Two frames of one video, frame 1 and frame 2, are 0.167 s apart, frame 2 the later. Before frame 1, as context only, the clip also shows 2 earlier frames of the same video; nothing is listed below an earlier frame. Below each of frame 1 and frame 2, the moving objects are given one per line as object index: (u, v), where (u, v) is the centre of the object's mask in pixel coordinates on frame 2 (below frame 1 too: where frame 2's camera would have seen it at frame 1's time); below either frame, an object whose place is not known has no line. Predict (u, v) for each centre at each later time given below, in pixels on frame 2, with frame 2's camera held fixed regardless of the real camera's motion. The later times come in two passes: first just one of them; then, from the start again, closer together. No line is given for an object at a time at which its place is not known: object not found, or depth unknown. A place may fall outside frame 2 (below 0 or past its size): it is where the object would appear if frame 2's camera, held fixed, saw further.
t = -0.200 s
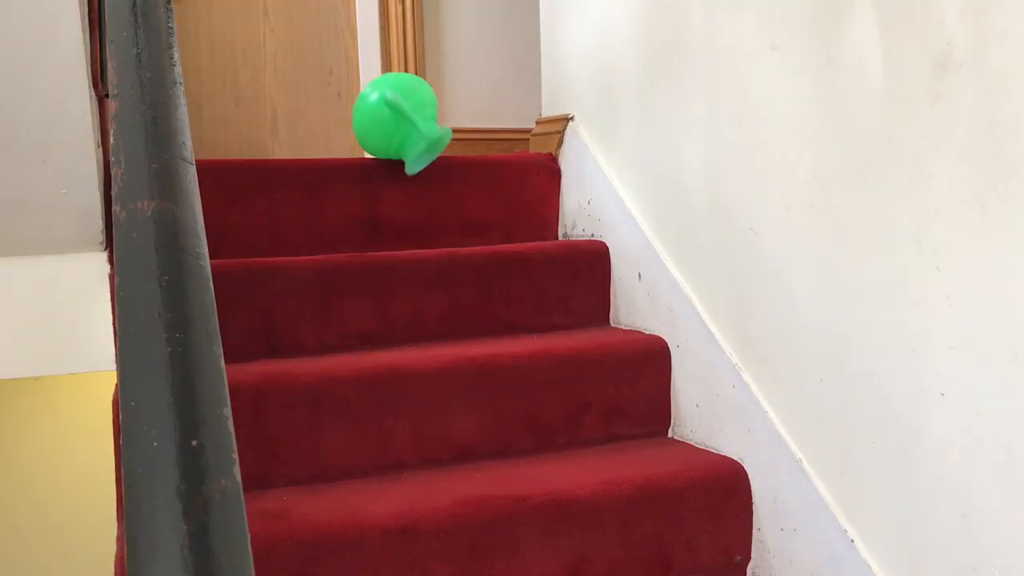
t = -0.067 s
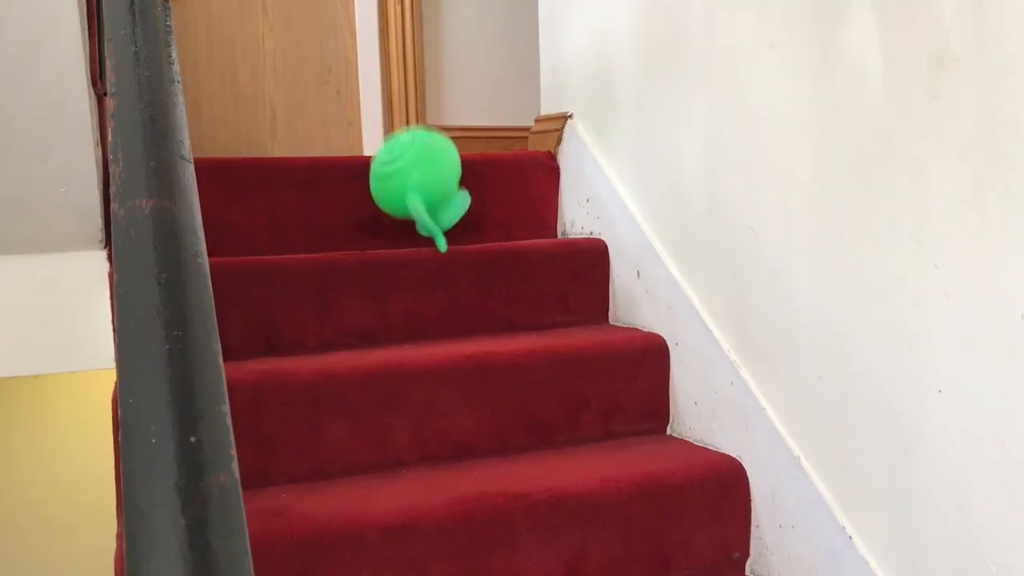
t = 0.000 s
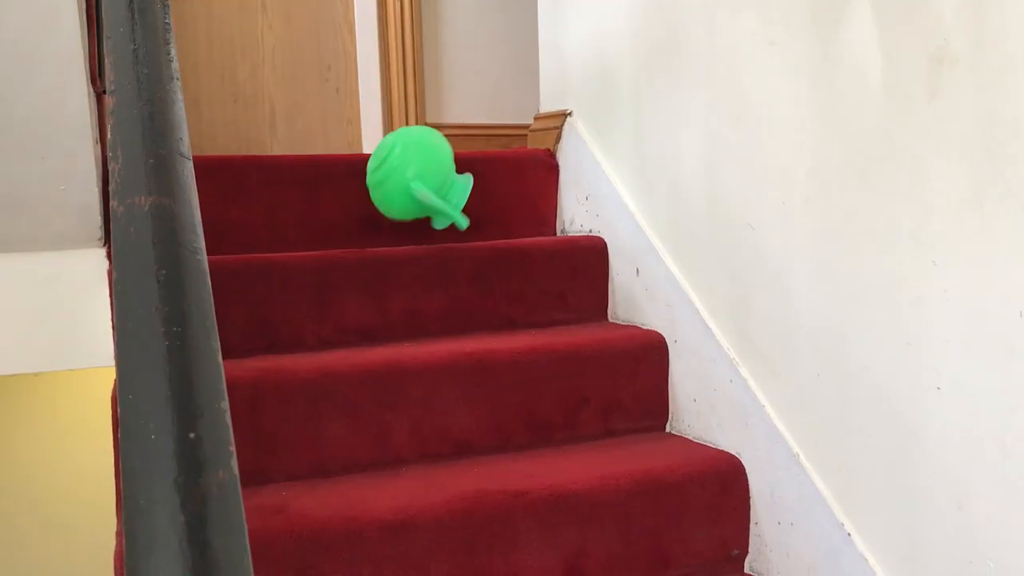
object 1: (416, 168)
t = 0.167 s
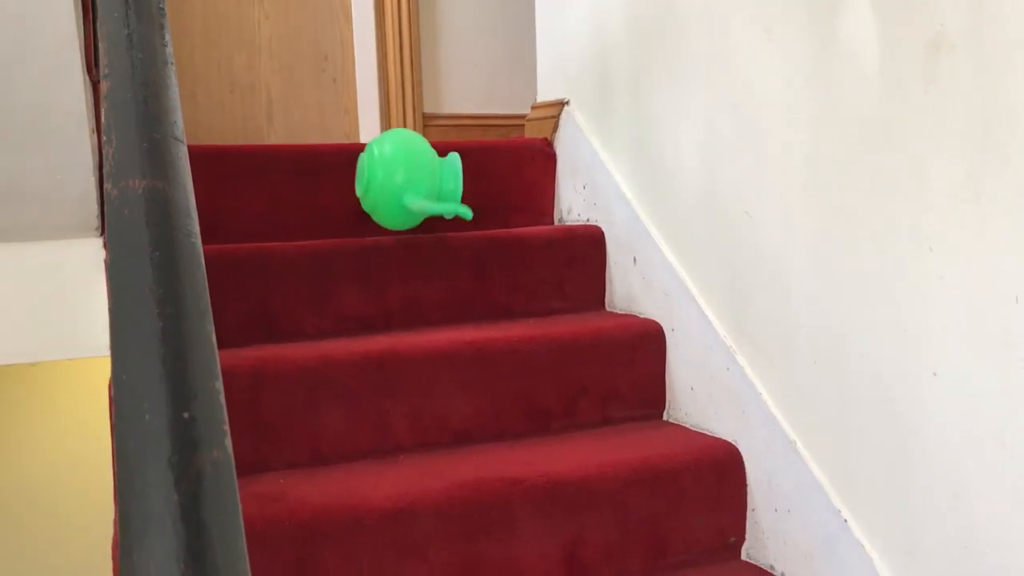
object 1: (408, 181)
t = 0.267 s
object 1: (410, 196)
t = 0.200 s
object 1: (408, 189)
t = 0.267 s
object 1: (410, 196)
